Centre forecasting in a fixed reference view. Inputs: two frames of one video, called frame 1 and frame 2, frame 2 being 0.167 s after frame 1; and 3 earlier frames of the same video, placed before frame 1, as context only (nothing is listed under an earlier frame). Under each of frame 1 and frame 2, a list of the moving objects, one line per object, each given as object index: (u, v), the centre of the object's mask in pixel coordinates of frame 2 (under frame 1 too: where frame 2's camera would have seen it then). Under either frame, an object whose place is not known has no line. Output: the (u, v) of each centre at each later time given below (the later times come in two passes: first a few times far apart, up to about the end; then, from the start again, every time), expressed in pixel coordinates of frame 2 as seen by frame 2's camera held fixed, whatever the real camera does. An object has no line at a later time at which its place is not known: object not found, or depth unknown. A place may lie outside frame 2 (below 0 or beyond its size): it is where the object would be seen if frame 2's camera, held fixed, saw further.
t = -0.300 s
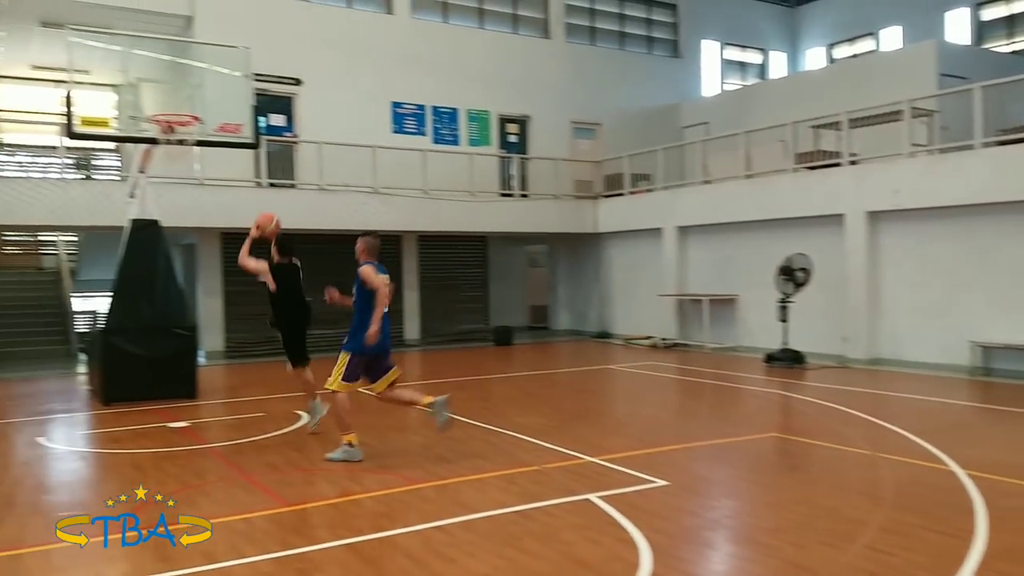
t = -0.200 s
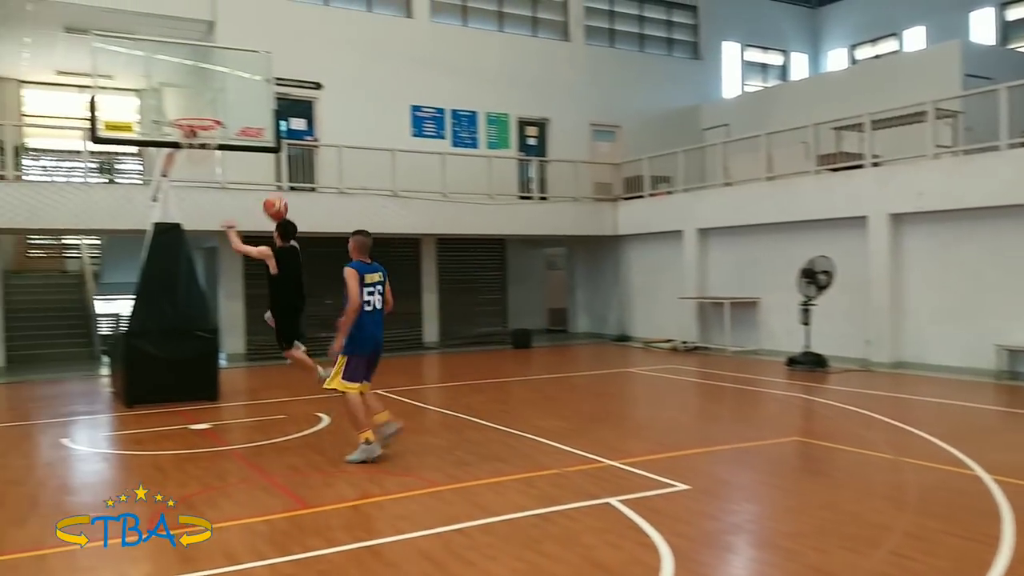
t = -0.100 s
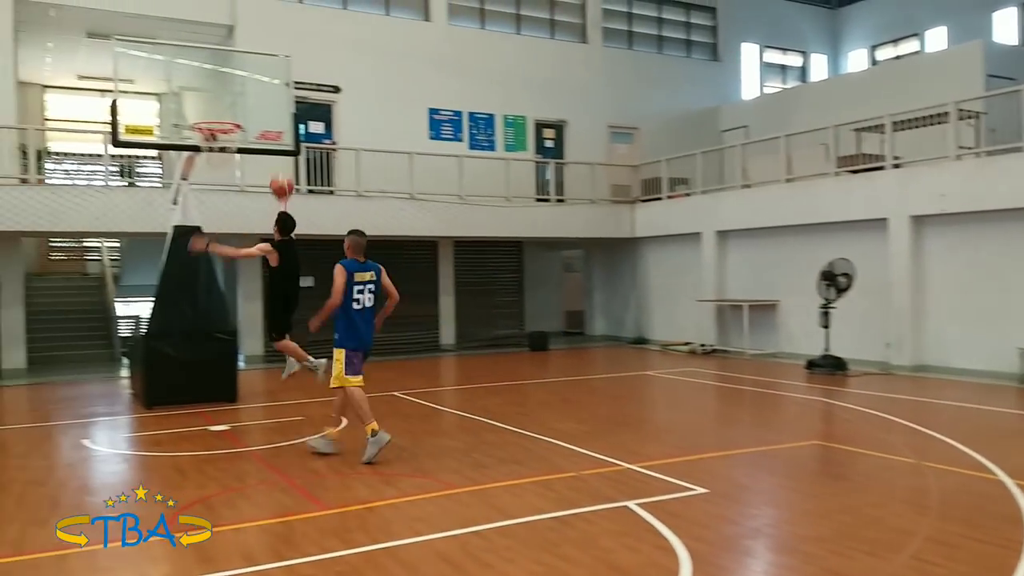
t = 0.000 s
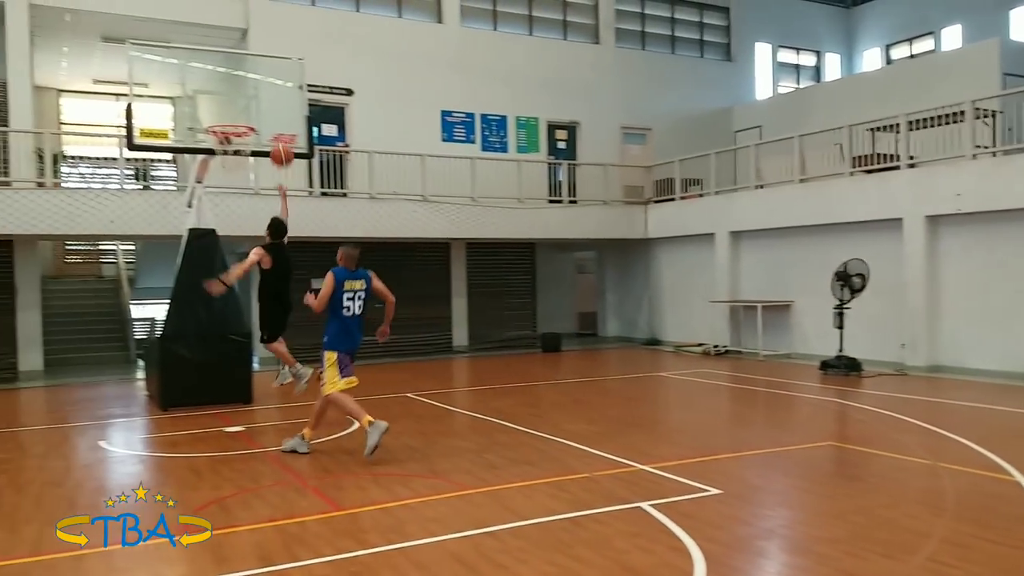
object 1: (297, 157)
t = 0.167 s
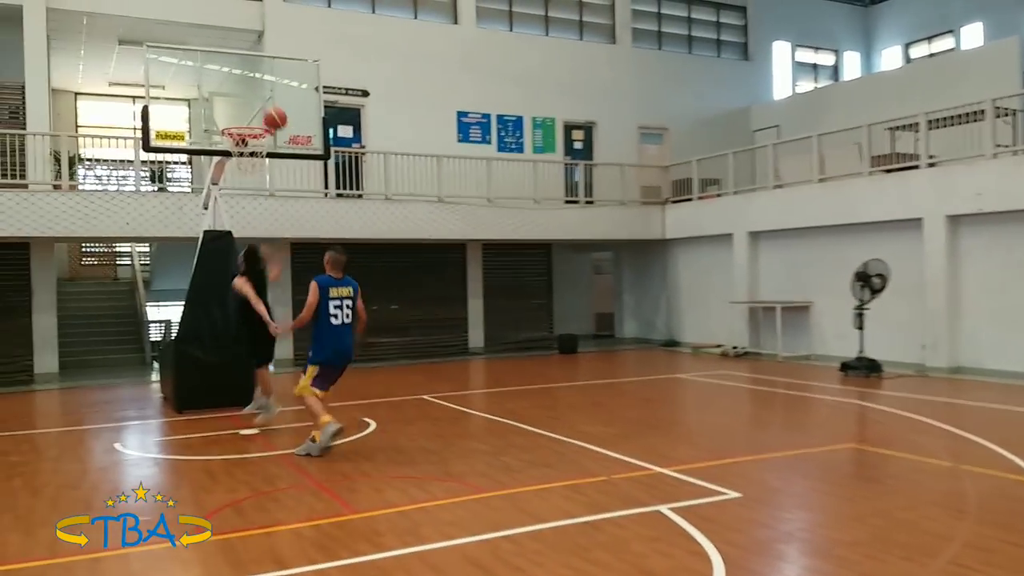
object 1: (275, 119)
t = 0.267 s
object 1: (263, 108)
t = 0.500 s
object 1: (244, 102)
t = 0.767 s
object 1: (258, 137)
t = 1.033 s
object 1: (270, 170)
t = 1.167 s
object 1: (270, 204)
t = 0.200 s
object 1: (270, 114)
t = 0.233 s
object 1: (266, 110)
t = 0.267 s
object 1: (263, 108)
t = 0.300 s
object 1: (260, 104)
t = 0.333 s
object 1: (257, 101)
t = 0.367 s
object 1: (255, 99)
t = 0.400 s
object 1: (252, 98)
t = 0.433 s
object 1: (249, 98)
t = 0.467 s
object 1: (247, 100)
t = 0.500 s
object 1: (244, 102)
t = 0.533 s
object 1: (242, 105)
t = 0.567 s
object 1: (239, 109)
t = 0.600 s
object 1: (237, 115)
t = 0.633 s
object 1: (234, 120)
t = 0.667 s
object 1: (237, 121)
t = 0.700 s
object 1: (242, 130)
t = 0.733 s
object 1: (248, 133)
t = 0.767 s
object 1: (258, 137)
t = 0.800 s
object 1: (262, 142)
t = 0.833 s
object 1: (264, 146)
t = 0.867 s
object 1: (270, 154)
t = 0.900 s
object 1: (271, 156)
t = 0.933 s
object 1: (271, 158)
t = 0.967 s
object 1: (271, 161)
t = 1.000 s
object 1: (270, 165)
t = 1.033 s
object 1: (270, 170)
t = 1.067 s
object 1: (270, 178)
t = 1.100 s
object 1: (270, 186)
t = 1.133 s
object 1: (270, 194)
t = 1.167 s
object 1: (270, 204)
